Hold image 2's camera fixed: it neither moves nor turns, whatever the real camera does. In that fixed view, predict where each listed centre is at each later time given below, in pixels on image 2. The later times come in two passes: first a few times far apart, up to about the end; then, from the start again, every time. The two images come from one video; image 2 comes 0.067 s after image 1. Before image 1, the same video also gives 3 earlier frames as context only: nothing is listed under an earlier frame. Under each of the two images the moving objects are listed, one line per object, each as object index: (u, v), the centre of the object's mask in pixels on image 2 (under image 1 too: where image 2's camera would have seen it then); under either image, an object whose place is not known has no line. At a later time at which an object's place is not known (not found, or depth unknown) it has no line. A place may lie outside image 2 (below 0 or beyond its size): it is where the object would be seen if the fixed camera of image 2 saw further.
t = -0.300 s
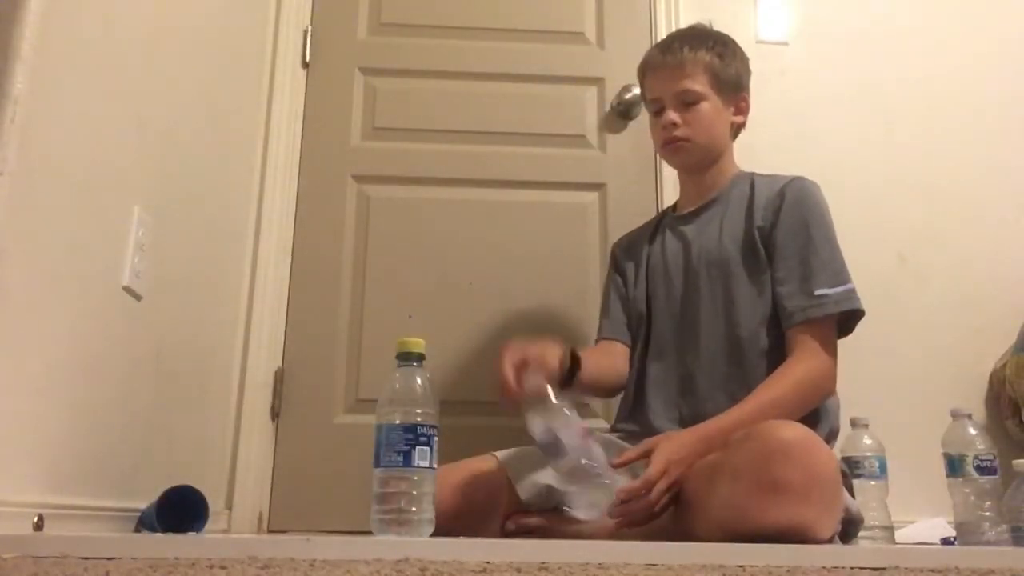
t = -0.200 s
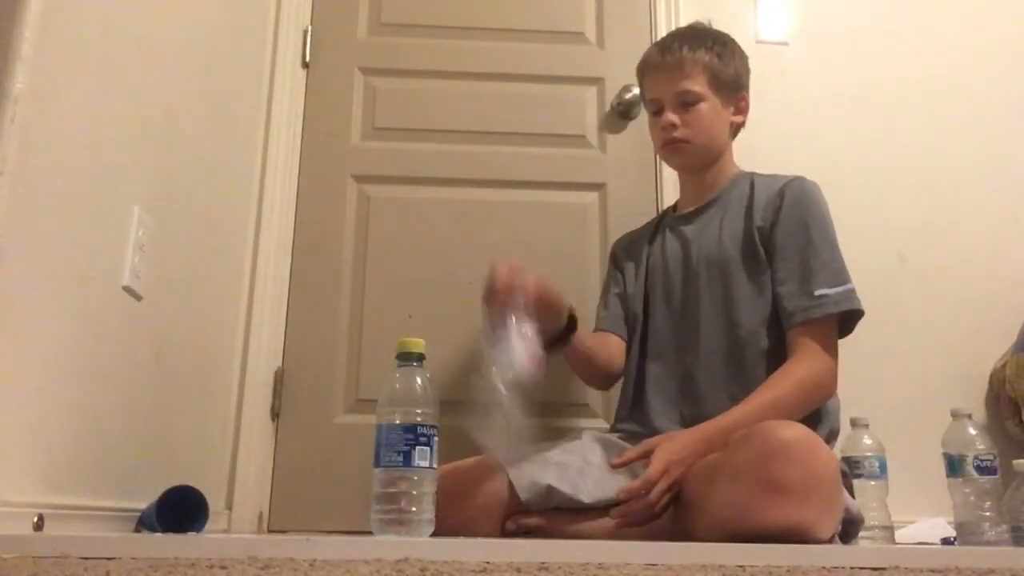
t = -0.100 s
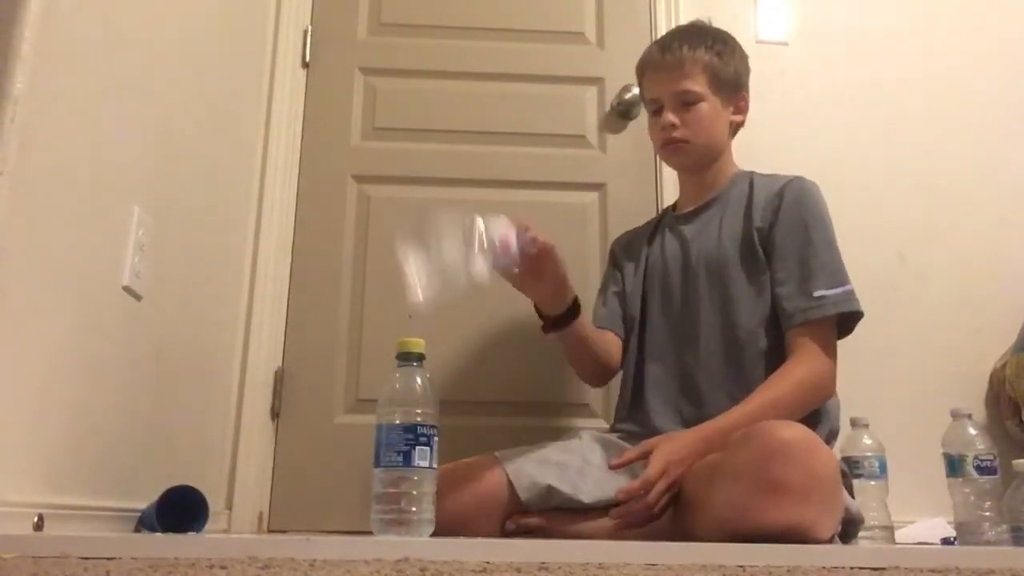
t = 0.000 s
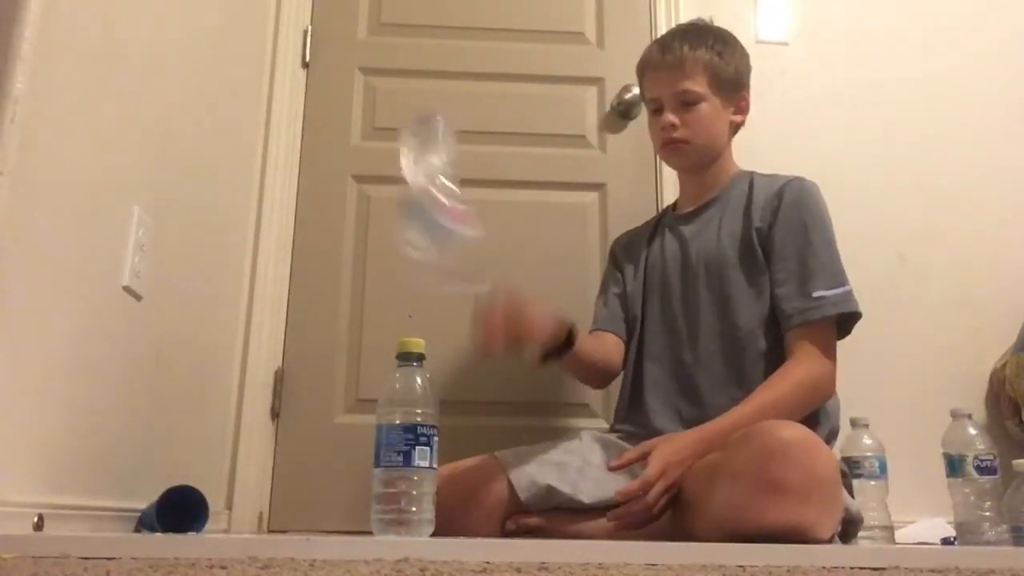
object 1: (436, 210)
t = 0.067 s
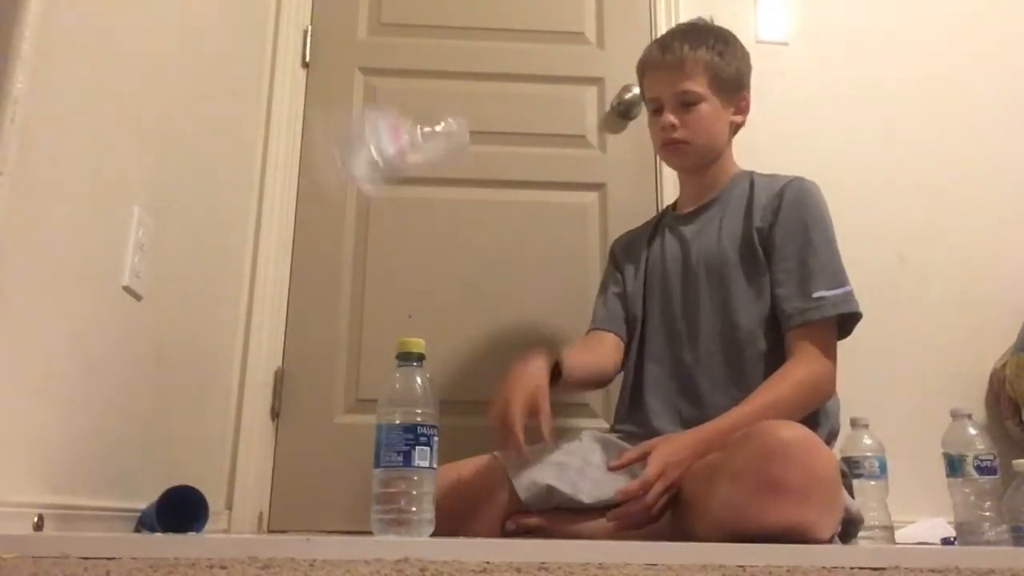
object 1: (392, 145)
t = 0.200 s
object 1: (412, 193)
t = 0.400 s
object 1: (415, 259)
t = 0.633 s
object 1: (412, 258)
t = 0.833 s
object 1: (414, 259)
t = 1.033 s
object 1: (414, 260)
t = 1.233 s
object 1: (413, 258)
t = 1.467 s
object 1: (414, 258)
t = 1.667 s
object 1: (413, 258)
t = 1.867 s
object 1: (414, 258)
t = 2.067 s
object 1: (413, 258)
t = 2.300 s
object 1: (413, 257)
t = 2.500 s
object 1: (414, 257)
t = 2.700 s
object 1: (413, 257)
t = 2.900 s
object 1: (413, 257)
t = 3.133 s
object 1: (413, 257)
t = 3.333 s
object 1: (413, 257)
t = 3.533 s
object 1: (413, 257)
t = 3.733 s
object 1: (413, 257)
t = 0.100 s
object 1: (388, 126)
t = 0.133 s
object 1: (398, 133)
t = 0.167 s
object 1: (406, 154)
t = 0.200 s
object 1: (412, 193)
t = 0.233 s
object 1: (414, 244)
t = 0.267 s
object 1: (415, 261)
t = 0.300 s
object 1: (415, 260)
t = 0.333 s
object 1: (415, 260)
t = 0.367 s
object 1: (415, 258)
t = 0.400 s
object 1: (415, 259)
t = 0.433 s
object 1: (415, 259)
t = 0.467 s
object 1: (415, 259)
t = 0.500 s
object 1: (414, 259)
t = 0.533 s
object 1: (413, 259)
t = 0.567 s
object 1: (412, 258)
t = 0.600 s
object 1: (412, 258)
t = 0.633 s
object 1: (412, 258)
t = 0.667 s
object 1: (413, 259)
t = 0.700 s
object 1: (414, 258)
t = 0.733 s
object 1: (415, 258)
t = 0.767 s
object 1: (415, 259)
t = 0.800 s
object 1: (415, 258)
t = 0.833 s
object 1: (414, 259)
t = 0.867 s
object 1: (414, 258)
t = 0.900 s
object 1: (413, 258)
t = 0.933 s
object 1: (413, 258)
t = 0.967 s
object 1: (413, 259)
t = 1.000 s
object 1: (413, 259)
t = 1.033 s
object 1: (414, 260)
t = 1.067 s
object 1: (414, 260)
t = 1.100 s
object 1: (415, 260)
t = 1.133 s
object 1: (415, 260)
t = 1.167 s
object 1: (415, 260)
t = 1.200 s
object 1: (414, 258)
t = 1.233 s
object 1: (413, 258)
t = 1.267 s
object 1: (413, 257)
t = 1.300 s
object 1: (413, 258)
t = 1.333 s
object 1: (413, 258)
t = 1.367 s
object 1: (413, 258)
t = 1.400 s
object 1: (414, 258)
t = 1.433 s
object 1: (414, 258)
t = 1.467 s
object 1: (414, 258)
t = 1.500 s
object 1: (414, 258)
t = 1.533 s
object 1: (414, 258)
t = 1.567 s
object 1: (414, 258)
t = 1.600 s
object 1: (413, 258)
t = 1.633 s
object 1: (413, 258)
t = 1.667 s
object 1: (413, 258)
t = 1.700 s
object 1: (413, 258)
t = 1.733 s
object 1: (413, 258)
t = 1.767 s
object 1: (414, 258)
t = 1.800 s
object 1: (414, 258)
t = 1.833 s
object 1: (414, 258)
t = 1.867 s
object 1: (414, 258)
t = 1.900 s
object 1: (414, 258)
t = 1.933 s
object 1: (413, 258)
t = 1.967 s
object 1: (413, 258)
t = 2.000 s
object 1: (413, 258)
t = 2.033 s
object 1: (413, 258)
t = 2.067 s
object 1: (413, 258)
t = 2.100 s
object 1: (414, 258)
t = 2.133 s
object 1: (414, 258)
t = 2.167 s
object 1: (414, 258)
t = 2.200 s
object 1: (414, 258)
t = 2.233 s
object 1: (414, 257)
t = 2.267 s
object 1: (413, 257)
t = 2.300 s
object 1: (413, 257)
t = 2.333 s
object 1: (413, 257)
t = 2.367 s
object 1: (413, 257)
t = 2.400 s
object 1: (413, 257)
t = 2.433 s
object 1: (413, 257)
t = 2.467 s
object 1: (414, 257)
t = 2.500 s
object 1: (414, 257)
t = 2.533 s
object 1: (414, 257)
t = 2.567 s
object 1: (413, 257)
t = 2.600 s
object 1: (413, 257)
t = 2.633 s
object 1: (413, 257)
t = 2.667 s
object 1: (413, 257)
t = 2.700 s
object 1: (413, 257)
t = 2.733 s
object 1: (413, 257)
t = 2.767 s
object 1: (413, 257)
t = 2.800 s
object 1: (414, 257)
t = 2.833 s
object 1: (413, 257)
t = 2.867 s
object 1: (414, 257)
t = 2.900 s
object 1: (413, 257)
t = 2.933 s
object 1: (413, 257)
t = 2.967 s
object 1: (413, 257)
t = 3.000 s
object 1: (413, 257)
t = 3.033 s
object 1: (413, 257)
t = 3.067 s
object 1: (413, 257)
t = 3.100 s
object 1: (413, 257)
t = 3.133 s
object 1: (413, 257)
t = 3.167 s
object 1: (413, 257)
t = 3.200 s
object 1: (413, 257)
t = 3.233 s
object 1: (413, 257)
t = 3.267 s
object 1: (413, 257)
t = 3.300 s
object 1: (413, 257)
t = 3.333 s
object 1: (413, 257)
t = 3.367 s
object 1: (413, 257)
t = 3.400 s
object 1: (413, 257)
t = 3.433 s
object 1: (413, 257)
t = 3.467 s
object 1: (413, 257)
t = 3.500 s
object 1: (413, 257)
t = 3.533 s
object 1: (413, 257)
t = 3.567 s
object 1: (413, 257)
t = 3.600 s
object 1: (413, 257)
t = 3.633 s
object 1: (413, 257)
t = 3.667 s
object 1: (413, 257)
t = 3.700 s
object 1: (413, 257)
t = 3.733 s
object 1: (413, 257)
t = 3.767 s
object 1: (413, 257)
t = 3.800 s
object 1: (413, 257)
